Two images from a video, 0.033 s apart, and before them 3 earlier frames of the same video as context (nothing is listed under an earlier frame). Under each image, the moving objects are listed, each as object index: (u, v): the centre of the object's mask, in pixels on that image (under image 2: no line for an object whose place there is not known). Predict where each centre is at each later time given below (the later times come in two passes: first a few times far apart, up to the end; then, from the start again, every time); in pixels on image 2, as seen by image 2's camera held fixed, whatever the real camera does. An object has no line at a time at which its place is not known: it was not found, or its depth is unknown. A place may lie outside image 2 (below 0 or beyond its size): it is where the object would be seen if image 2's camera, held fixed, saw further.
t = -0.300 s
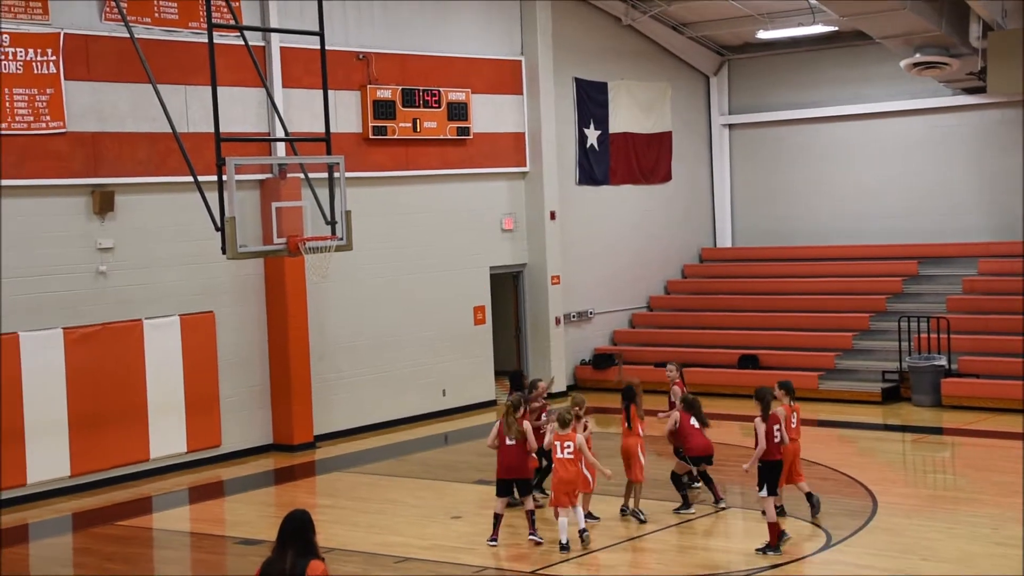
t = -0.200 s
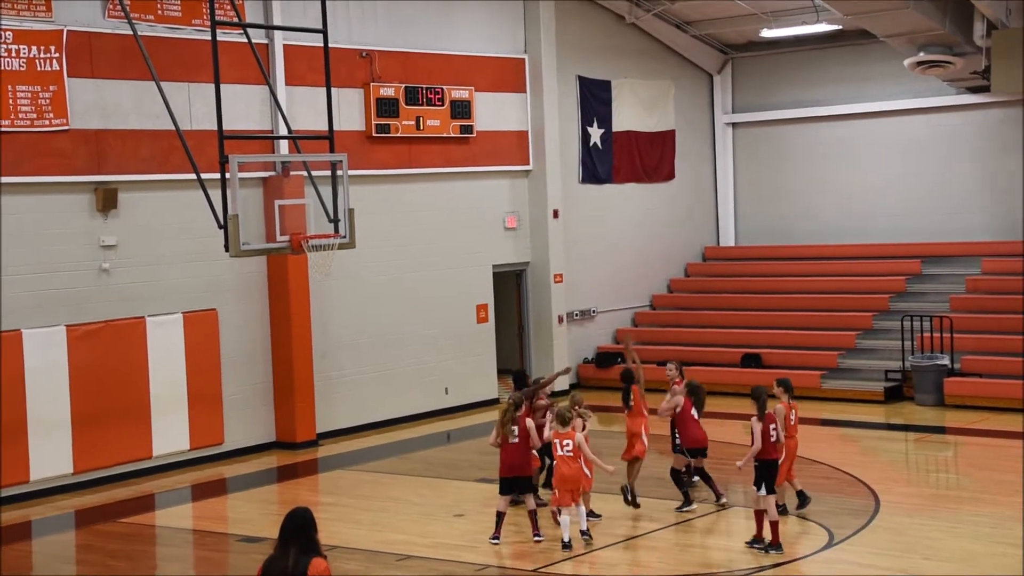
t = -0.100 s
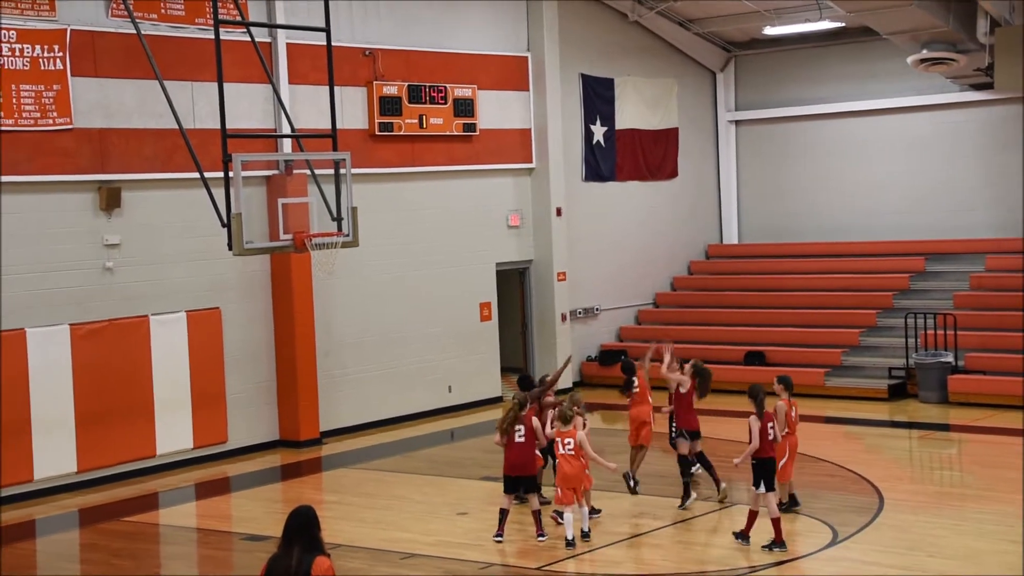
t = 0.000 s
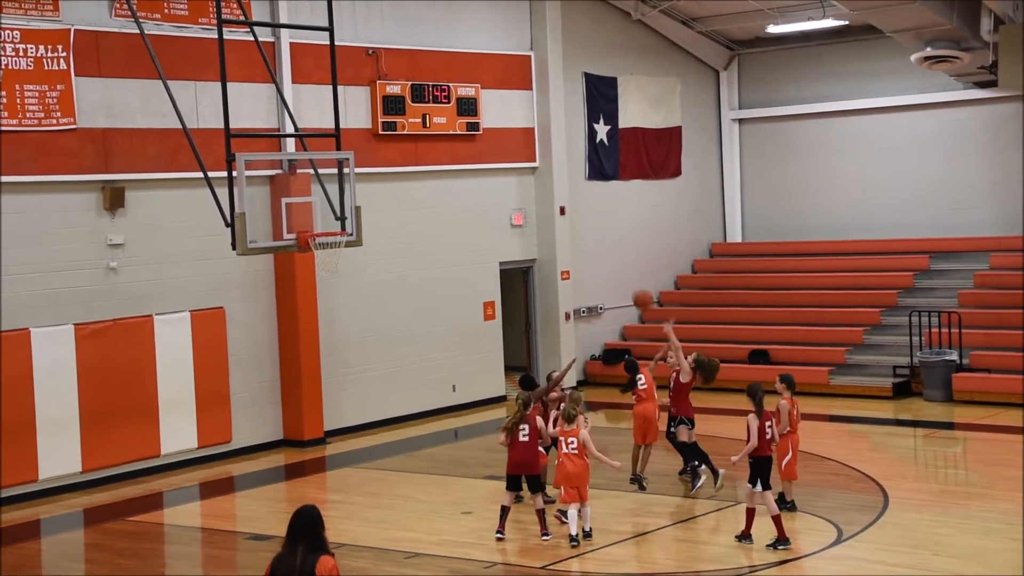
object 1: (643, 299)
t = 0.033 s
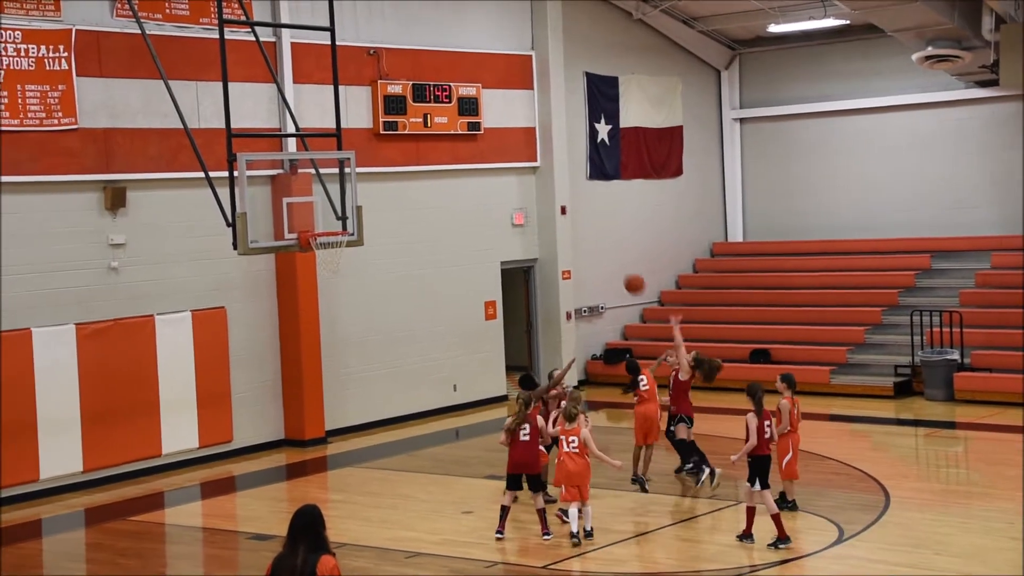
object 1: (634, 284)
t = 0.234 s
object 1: (578, 212)
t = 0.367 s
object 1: (543, 186)
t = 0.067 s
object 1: (625, 269)
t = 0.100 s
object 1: (616, 256)
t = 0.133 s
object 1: (606, 243)
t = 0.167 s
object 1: (596, 232)
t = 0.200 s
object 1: (587, 221)
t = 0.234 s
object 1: (578, 212)
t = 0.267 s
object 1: (569, 205)
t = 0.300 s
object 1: (560, 197)
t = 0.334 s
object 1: (551, 191)
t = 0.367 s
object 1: (543, 186)
